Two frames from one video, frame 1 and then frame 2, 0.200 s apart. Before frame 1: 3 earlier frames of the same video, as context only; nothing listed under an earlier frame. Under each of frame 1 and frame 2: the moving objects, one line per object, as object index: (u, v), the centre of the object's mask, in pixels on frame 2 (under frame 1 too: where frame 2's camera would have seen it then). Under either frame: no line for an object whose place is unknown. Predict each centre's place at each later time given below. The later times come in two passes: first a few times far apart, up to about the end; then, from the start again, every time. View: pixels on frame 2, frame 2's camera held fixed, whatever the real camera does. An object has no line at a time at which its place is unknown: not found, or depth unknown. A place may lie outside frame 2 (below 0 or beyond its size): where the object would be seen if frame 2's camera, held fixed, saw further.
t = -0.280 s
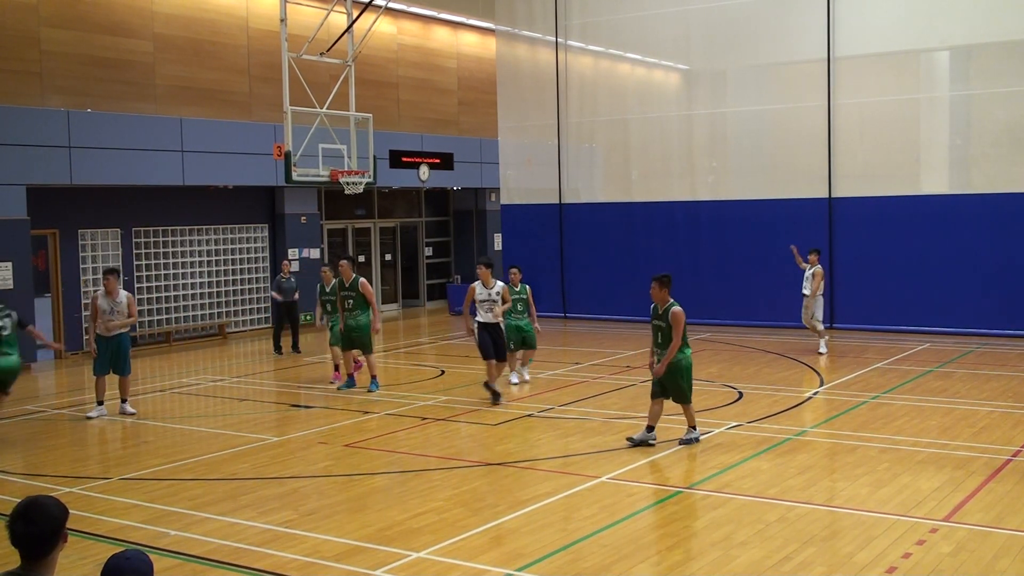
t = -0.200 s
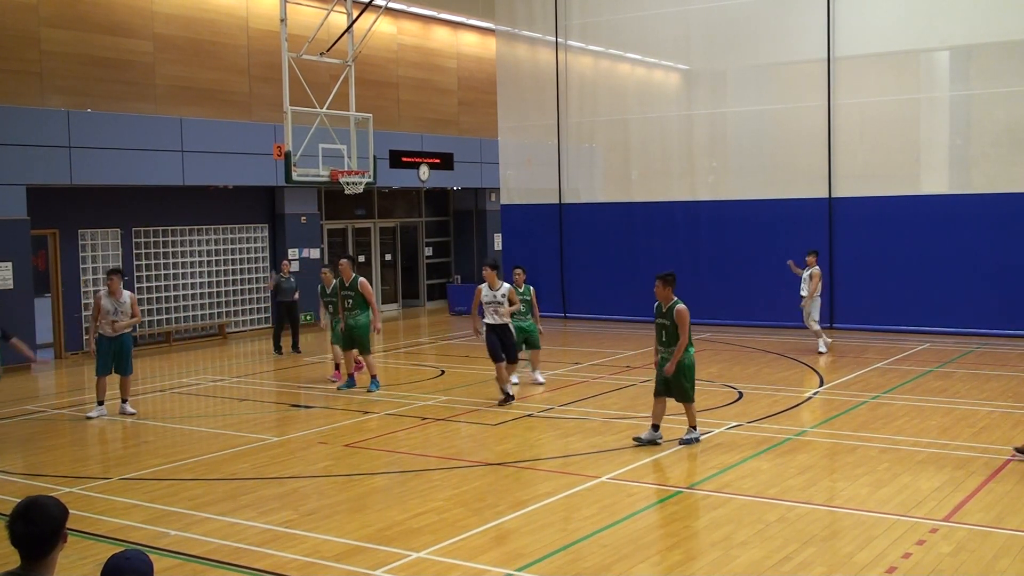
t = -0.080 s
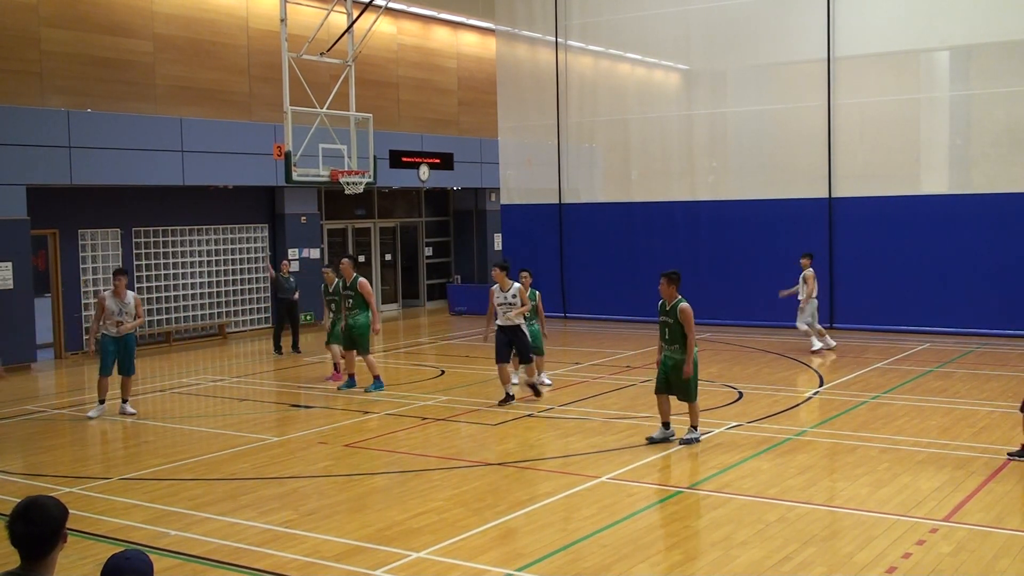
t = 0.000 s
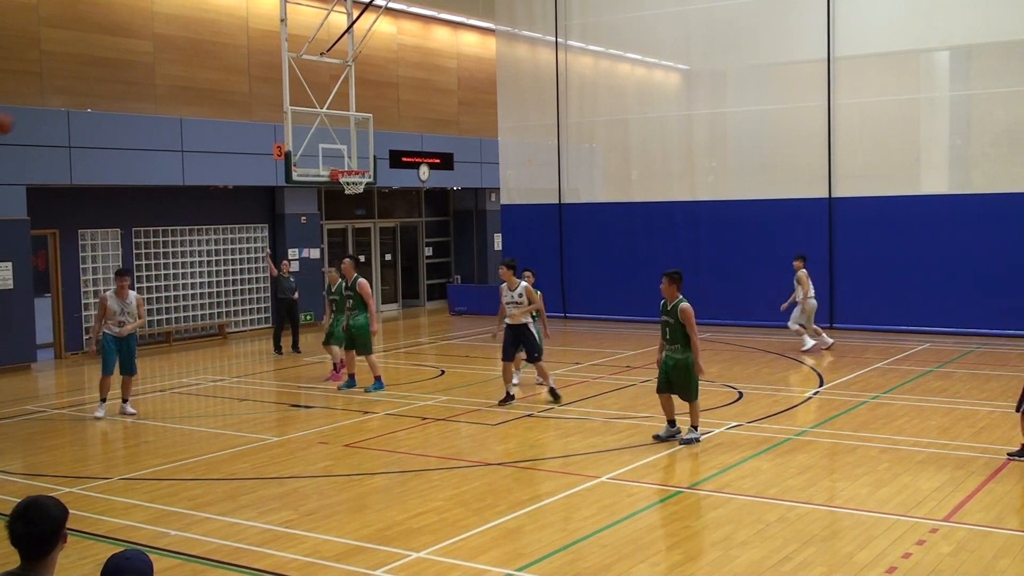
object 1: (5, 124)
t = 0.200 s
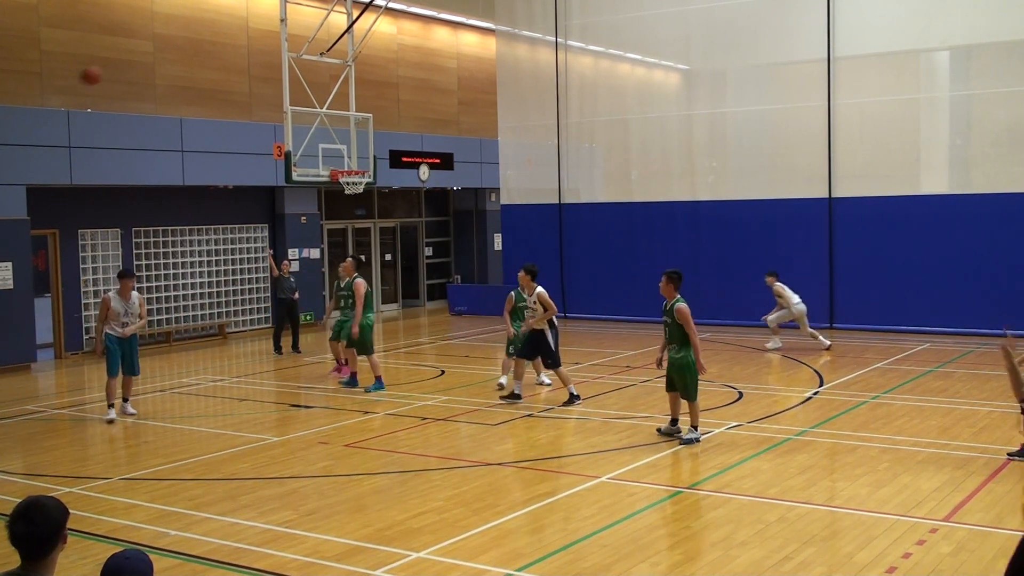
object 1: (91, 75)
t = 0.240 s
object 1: (107, 70)
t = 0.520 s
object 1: (211, 69)
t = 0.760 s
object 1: (280, 109)
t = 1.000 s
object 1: (228, 155)
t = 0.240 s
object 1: (107, 70)
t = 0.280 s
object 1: (123, 67)
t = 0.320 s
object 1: (139, 65)
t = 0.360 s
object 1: (154, 62)
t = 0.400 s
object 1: (169, 62)
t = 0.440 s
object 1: (183, 64)
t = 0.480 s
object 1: (197, 66)
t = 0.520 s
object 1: (211, 69)
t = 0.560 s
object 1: (224, 74)
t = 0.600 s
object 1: (238, 79)
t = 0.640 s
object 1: (250, 86)
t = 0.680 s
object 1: (263, 94)
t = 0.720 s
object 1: (275, 102)
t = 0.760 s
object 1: (280, 109)
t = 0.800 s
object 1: (273, 113)
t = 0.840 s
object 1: (264, 119)
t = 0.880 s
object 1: (255, 126)
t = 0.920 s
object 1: (246, 134)
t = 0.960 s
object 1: (237, 144)
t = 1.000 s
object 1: (228, 155)
